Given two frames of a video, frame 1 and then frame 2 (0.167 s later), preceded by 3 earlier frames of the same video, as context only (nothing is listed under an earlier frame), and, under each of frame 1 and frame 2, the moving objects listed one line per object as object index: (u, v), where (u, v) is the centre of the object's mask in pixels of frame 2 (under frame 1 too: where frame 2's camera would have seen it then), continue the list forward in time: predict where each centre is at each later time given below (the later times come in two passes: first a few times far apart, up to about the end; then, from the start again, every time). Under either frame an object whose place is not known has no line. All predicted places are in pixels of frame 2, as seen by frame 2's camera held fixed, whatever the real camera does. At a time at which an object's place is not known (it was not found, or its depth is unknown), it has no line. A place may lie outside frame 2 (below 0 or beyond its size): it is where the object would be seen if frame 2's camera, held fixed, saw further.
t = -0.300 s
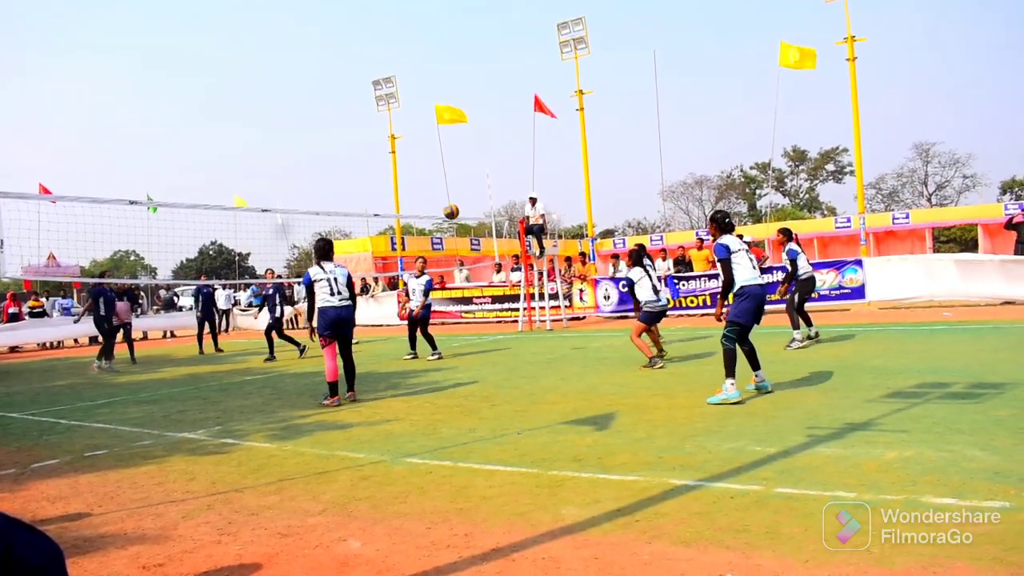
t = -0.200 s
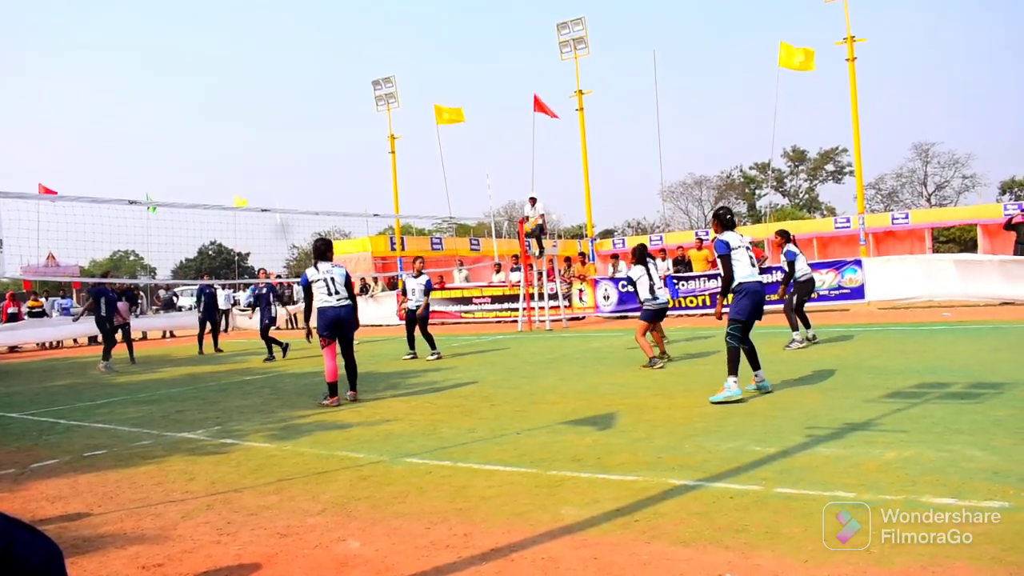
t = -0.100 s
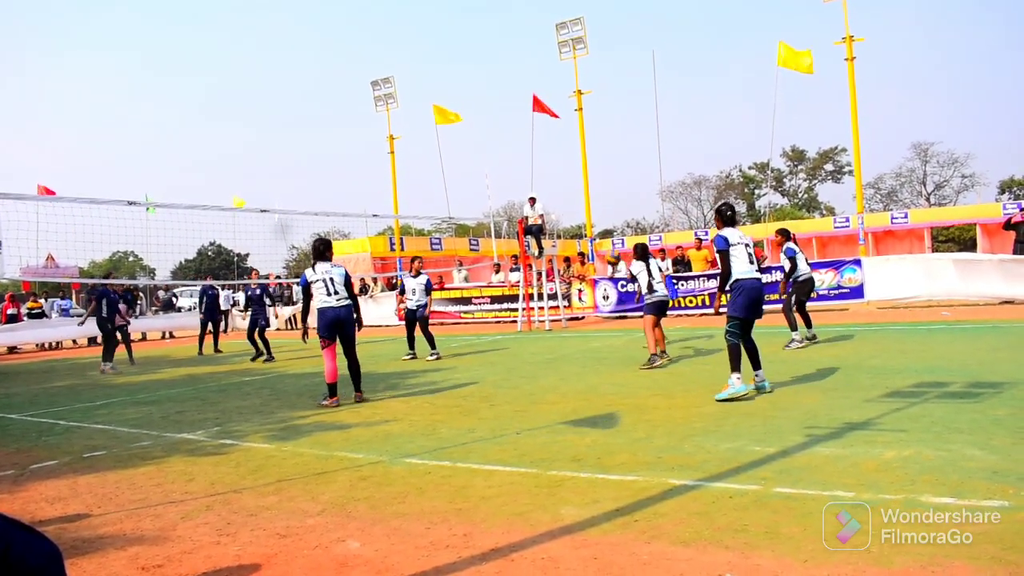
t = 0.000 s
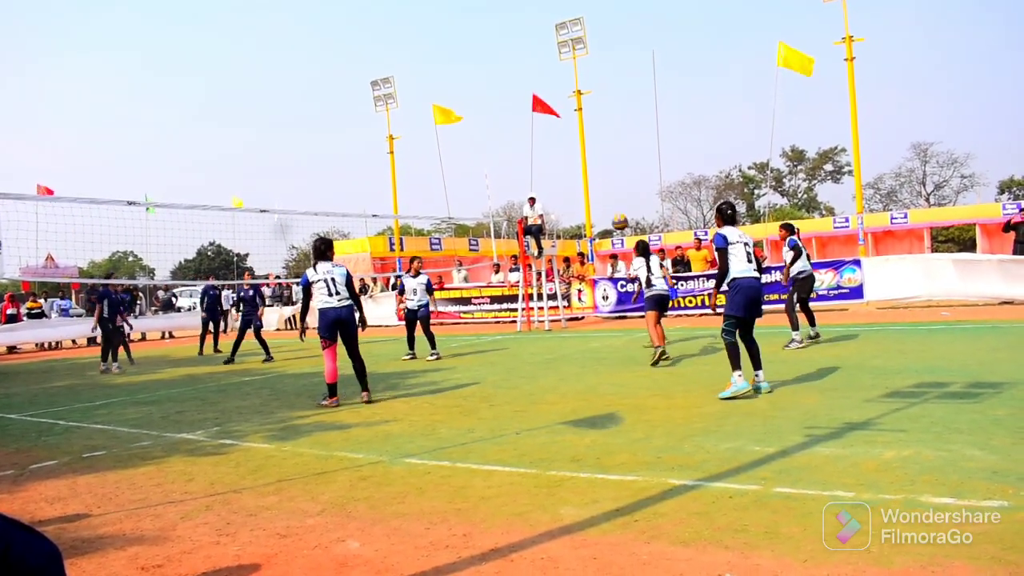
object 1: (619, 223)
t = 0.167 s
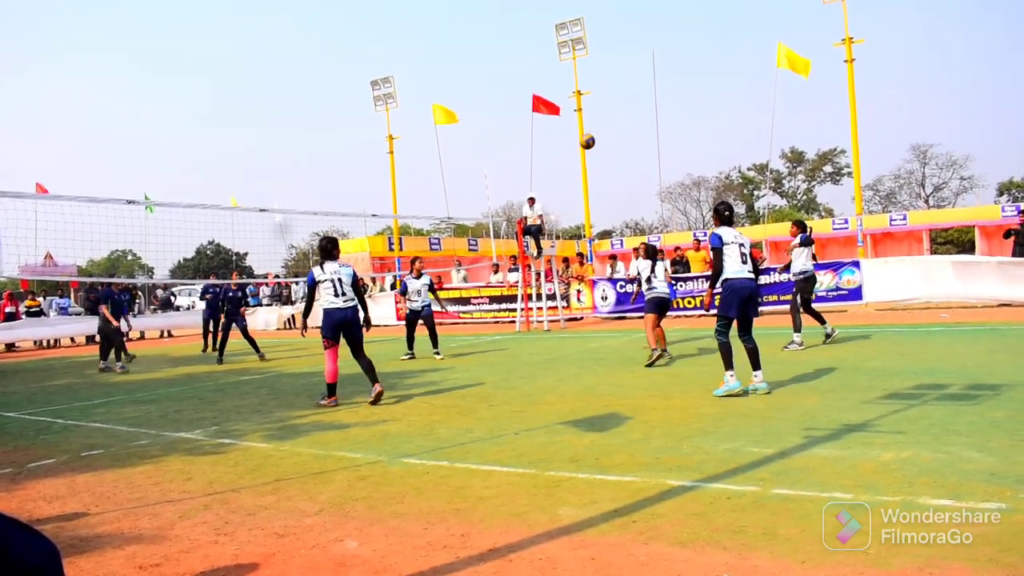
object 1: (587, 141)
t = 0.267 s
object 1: (569, 105)
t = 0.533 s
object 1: (528, 52)
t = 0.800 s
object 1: (494, 52)
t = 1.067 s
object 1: (467, 98)
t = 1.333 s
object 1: (447, 187)
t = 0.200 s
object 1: (581, 129)
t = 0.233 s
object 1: (575, 117)
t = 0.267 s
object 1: (569, 105)
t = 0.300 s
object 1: (563, 97)
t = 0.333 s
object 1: (557, 87)
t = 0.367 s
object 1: (552, 79)
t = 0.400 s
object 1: (547, 72)
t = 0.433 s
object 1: (542, 66)
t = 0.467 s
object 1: (537, 60)
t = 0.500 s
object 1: (532, 56)
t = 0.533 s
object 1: (528, 52)
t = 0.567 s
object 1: (523, 50)
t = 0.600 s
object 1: (518, 48)
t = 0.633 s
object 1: (514, 47)
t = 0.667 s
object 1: (510, 46)
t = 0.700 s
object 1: (505, 46)
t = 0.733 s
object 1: (502, 48)
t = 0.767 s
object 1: (498, 49)
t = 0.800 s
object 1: (494, 52)
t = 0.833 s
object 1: (490, 55)
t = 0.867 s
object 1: (487, 59)
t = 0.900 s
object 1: (483, 64)
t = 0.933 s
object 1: (479, 70)
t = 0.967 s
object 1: (476, 76)
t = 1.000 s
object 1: (473, 83)
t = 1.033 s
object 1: (470, 90)
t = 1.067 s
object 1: (467, 98)
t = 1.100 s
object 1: (464, 107)
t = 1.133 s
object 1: (461, 117)
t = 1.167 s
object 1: (459, 127)
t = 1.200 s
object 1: (456, 137)
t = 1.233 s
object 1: (453, 149)
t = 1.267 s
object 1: (451, 161)
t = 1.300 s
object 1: (449, 174)
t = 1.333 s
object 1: (447, 187)
